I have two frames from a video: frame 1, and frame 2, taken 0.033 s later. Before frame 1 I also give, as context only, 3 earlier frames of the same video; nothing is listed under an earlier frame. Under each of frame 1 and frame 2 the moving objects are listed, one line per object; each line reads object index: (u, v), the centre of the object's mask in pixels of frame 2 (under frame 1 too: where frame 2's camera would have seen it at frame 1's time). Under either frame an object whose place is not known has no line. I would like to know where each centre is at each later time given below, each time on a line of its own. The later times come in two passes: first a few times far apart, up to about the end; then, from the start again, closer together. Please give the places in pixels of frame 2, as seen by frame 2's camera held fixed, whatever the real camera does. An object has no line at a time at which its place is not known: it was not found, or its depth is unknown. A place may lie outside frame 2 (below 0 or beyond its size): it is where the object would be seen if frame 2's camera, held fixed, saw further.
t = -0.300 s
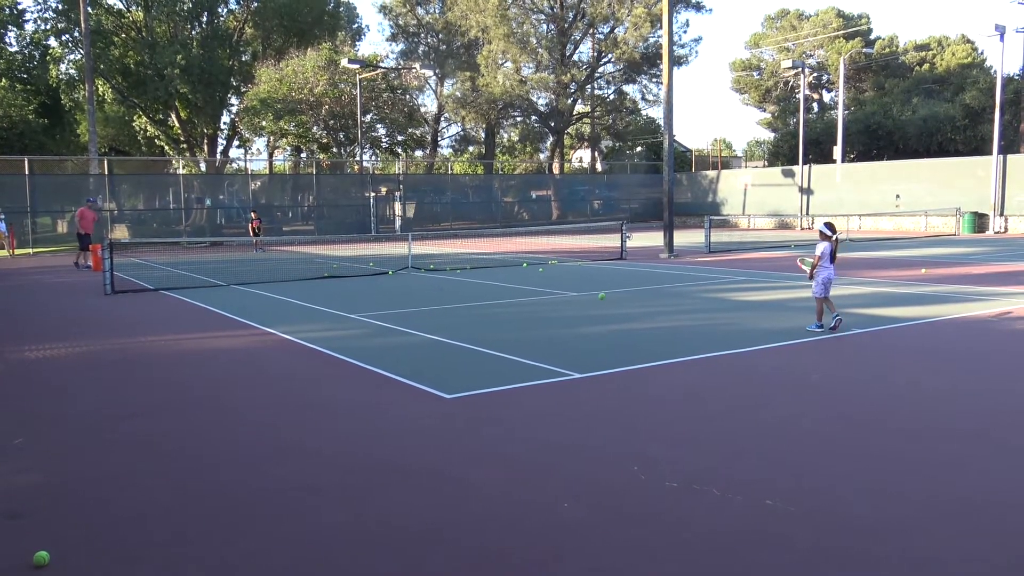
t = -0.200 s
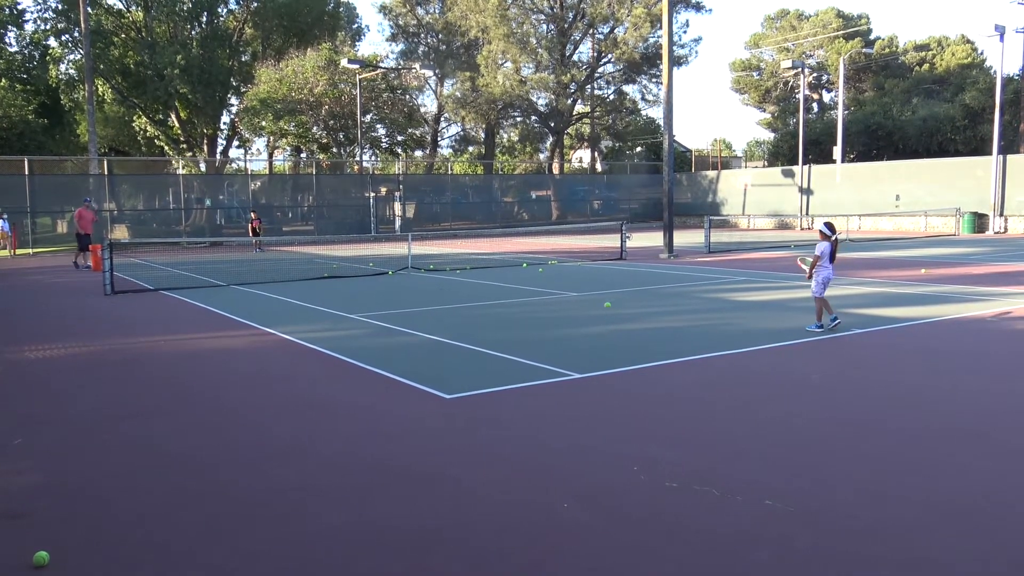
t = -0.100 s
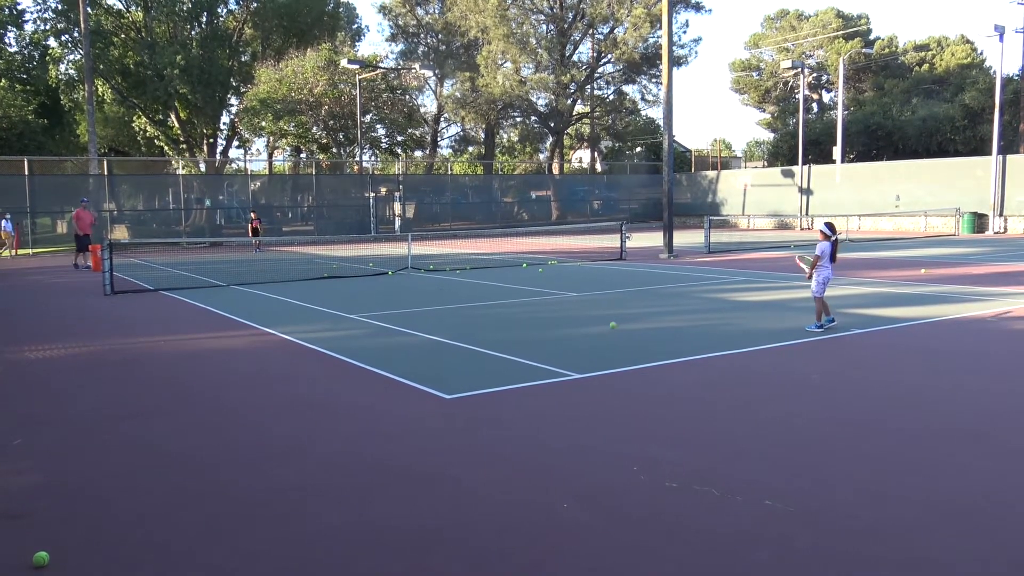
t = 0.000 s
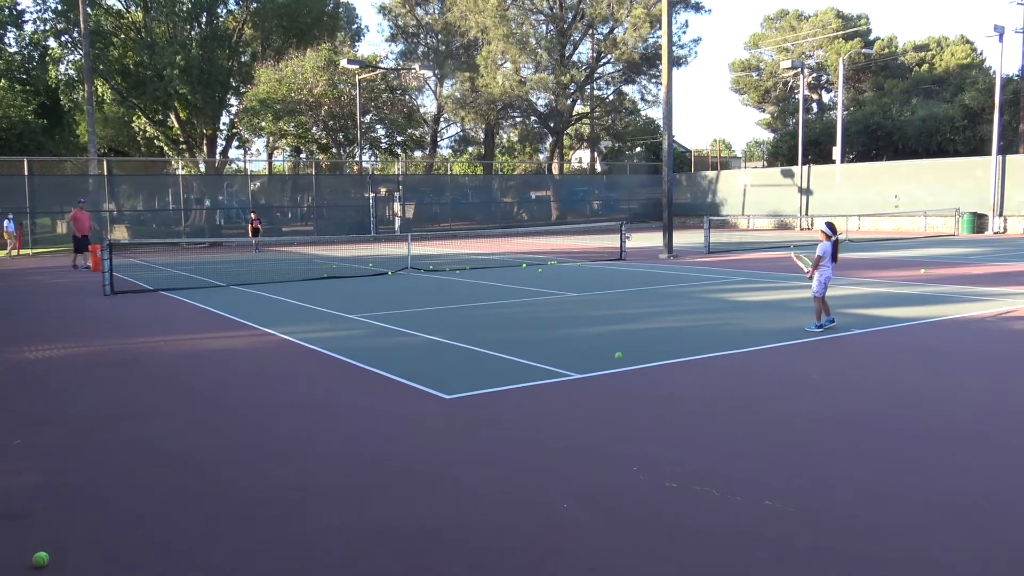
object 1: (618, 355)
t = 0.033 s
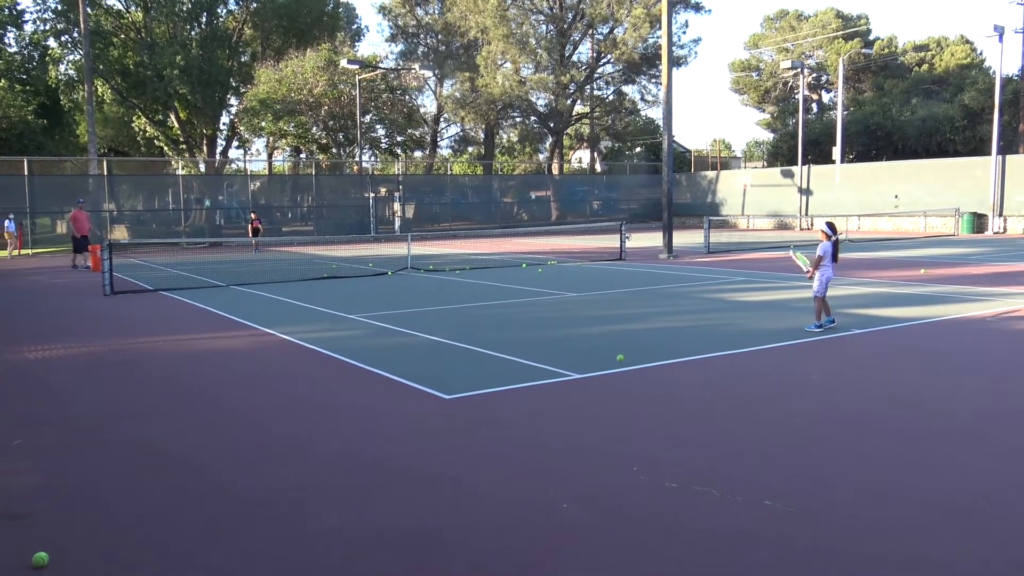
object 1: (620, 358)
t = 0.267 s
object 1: (633, 328)
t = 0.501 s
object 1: (646, 354)
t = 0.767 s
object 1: (661, 353)
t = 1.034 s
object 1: (676, 388)
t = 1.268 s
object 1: (692, 375)
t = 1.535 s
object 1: (710, 387)
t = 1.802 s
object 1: (729, 400)
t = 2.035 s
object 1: (747, 411)
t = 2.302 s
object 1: (767, 424)
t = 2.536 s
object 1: (785, 433)
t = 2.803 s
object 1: (806, 442)
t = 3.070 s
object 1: (827, 452)
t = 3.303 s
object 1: (845, 460)
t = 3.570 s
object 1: (865, 470)
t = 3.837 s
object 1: (885, 479)
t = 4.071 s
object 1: (903, 487)
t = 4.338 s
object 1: (923, 496)
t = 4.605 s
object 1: (942, 505)
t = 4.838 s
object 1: (958, 512)
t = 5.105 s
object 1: (977, 520)
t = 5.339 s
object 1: (992, 526)
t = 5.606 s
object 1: (1006, 532)
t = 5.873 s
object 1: (1020, 537)
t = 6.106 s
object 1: (1030, 541)
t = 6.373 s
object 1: (1036, 544)
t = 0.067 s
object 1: (622, 351)
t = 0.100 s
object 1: (624, 344)
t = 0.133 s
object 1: (626, 338)
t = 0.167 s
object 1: (627, 334)
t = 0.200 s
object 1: (629, 331)
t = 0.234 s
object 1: (631, 329)
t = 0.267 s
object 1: (633, 328)
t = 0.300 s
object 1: (635, 328)
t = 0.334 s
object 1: (636, 329)
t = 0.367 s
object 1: (639, 331)
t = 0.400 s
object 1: (640, 335)
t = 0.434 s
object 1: (642, 340)
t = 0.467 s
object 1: (644, 346)
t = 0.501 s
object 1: (646, 354)
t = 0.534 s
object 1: (648, 362)
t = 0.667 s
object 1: (655, 361)
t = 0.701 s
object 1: (657, 357)
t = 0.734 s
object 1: (659, 354)
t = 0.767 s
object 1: (661, 353)
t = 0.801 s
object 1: (663, 353)
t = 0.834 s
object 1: (665, 354)
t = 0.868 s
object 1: (667, 356)
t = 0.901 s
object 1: (669, 360)
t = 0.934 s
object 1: (671, 365)
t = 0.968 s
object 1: (673, 371)
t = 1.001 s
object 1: (675, 379)
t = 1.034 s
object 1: (676, 388)
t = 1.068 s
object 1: (679, 383)
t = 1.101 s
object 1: (682, 378)
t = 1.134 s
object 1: (684, 375)
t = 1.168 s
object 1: (686, 373)
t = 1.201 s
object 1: (688, 373)
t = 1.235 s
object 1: (690, 373)
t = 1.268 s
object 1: (692, 375)
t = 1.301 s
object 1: (694, 379)
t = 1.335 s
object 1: (696, 384)
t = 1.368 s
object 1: (699, 390)
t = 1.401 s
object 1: (701, 398)
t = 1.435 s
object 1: (703, 394)
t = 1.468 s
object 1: (705, 390)
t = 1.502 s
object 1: (708, 388)
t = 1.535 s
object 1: (710, 387)
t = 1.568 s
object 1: (712, 388)
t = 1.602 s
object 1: (714, 390)
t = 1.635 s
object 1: (717, 394)
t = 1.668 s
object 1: (719, 399)
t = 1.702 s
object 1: (722, 406)
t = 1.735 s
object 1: (724, 404)
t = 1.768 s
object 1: (727, 402)
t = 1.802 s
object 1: (729, 400)
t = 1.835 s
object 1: (732, 401)
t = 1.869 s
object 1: (734, 403)
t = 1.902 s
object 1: (737, 407)
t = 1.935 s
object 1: (739, 412)
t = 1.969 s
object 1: (742, 413)
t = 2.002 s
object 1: (744, 411)
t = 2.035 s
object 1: (747, 411)
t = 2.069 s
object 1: (750, 412)
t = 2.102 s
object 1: (752, 416)
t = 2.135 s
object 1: (754, 419)
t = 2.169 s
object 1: (757, 418)
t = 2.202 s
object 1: (759, 419)
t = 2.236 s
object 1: (762, 420)
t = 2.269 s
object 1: (764, 423)
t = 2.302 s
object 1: (767, 424)
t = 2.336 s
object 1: (770, 424)
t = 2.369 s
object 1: (772, 427)
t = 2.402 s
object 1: (774, 428)
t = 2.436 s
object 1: (778, 429)
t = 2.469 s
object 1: (780, 431)
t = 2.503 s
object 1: (783, 432)
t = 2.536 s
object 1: (785, 433)
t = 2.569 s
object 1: (788, 434)
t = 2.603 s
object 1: (791, 435)
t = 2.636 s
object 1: (793, 436)
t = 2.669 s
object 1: (796, 437)
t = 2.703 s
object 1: (798, 439)
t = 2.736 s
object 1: (801, 440)
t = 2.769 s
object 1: (803, 441)
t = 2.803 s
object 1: (806, 442)
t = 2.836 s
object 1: (808, 444)
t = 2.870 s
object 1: (811, 445)
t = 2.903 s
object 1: (814, 446)
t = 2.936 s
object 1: (816, 447)
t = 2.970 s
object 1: (819, 448)
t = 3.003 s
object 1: (822, 449)
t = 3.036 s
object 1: (824, 451)
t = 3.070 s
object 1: (827, 452)
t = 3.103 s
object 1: (829, 453)
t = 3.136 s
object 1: (832, 454)
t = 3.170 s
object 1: (834, 456)
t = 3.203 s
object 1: (837, 457)
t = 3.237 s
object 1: (840, 458)
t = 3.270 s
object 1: (842, 459)
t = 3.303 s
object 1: (845, 460)
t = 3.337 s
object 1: (848, 461)
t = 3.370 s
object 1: (850, 462)
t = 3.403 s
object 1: (853, 464)
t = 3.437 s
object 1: (855, 465)
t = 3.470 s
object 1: (858, 466)
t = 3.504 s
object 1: (860, 467)
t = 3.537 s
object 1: (863, 468)
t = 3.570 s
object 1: (865, 470)
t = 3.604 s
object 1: (868, 471)
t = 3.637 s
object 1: (871, 472)
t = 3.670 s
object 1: (873, 473)
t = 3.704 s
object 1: (875, 474)
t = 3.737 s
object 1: (878, 476)
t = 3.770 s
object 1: (880, 477)
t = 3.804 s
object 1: (882, 478)
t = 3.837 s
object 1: (885, 479)
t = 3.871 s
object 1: (888, 480)
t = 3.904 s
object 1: (890, 482)
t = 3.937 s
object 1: (893, 483)
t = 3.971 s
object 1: (895, 484)
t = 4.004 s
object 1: (898, 485)
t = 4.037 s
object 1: (900, 486)
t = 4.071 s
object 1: (903, 487)
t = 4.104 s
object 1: (905, 488)
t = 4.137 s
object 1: (907, 489)
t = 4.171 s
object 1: (910, 490)
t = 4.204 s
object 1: (913, 492)
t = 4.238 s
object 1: (915, 493)
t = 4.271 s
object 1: (918, 494)
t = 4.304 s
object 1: (920, 495)
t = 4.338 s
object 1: (923, 496)
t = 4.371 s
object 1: (925, 497)
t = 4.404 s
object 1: (927, 498)
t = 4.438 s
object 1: (930, 499)
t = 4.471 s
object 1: (932, 500)
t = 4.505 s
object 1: (934, 501)
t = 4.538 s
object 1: (937, 502)
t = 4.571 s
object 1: (939, 503)
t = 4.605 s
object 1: (942, 505)
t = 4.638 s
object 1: (944, 506)
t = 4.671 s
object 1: (946, 507)
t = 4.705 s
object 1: (949, 508)
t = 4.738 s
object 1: (951, 509)
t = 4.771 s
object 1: (954, 510)
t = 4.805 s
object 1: (956, 511)
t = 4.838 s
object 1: (958, 512)
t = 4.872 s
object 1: (960, 513)
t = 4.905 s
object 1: (963, 514)
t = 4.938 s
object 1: (965, 515)
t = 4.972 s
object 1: (967, 516)
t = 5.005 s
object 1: (969, 517)
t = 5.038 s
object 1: (972, 518)
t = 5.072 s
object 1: (974, 519)
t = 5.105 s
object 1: (977, 520)
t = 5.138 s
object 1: (980, 521)
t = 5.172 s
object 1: (981, 522)
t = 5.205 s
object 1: (984, 523)
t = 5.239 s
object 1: (986, 524)
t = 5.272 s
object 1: (988, 525)
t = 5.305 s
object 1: (990, 525)
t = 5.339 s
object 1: (992, 526)
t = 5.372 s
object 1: (993, 527)
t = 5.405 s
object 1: (995, 528)
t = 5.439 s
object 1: (997, 528)
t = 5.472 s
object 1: (999, 529)
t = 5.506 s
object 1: (1000, 530)
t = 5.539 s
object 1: (1002, 531)
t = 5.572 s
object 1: (1004, 531)
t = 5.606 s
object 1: (1006, 532)
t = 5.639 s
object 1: (1008, 533)
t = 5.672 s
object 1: (1010, 533)
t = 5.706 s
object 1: (1011, 534)
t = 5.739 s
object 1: (1013, 535)
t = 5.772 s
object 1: (1015, 535)
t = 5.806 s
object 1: (1017, 536)
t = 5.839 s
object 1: (1019, 537)
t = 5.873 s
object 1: (1020, 537)
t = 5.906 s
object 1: (1022, 538)
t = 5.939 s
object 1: (1023, 538)
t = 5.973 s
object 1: (1024, 539)
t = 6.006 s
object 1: (1026, 539)
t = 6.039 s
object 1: (1027, 540)
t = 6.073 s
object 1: (1028, 541)
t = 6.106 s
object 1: (1030, 541)
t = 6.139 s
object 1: (1031, 541)
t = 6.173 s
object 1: (1032, 542)
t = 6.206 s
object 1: (1032, 542)
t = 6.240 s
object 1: (1033, 542)
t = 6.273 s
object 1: (1034, 542)
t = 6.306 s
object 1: (1035, 543)
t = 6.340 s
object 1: (1035, 543)
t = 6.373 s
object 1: (1036, 544)
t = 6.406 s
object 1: (1036, 544)
